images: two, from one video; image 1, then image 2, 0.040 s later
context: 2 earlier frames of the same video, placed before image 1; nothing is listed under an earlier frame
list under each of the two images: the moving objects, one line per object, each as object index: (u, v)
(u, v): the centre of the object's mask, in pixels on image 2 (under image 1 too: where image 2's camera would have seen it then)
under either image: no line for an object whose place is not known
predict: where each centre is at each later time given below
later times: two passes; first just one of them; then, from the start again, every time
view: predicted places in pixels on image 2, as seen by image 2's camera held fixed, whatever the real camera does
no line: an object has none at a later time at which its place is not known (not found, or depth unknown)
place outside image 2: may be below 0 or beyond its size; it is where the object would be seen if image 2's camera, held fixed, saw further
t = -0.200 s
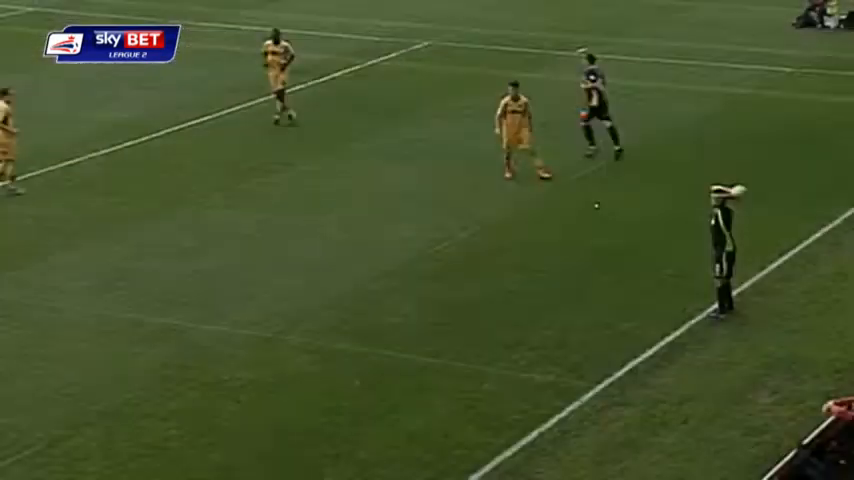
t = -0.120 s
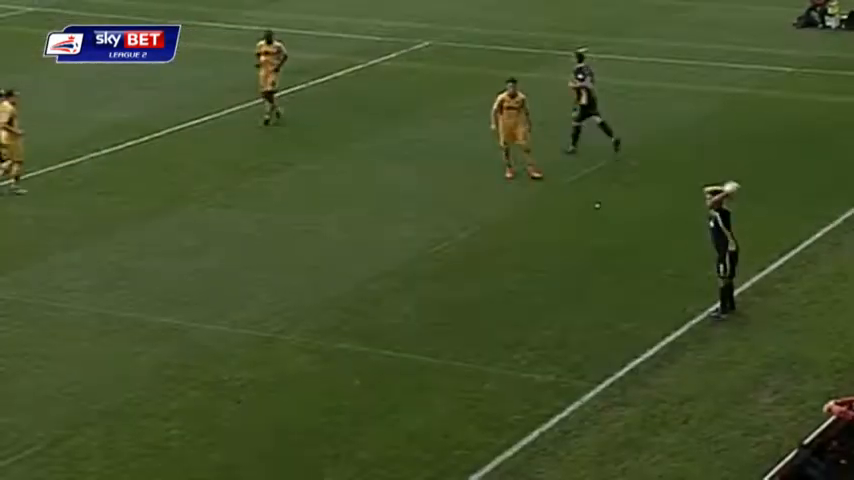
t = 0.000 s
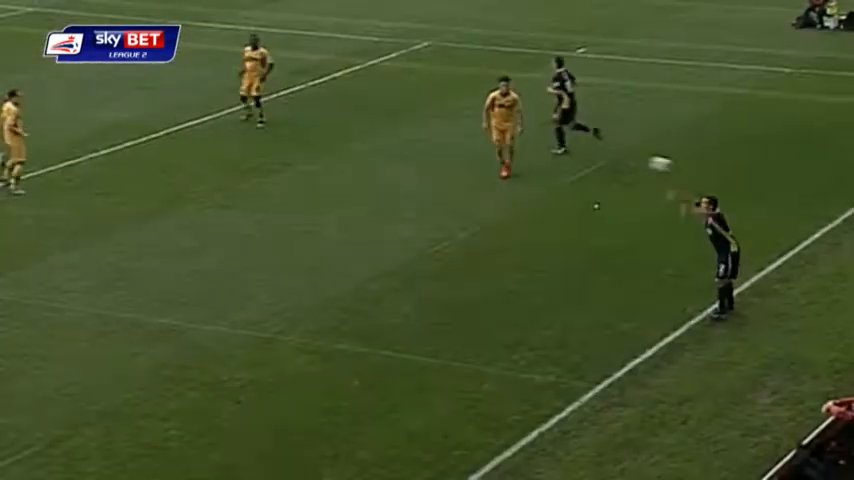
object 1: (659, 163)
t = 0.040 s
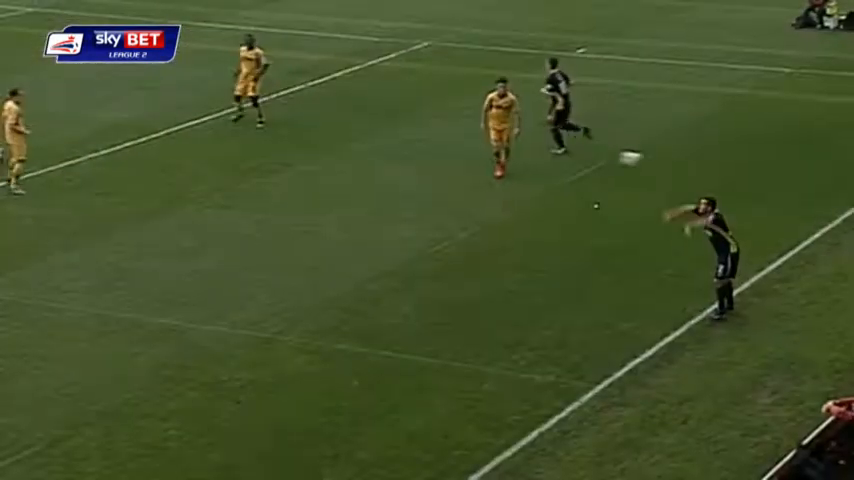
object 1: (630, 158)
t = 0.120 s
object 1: (571, 150)
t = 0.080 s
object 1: (601, 152)
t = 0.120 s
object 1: (571, 150)
